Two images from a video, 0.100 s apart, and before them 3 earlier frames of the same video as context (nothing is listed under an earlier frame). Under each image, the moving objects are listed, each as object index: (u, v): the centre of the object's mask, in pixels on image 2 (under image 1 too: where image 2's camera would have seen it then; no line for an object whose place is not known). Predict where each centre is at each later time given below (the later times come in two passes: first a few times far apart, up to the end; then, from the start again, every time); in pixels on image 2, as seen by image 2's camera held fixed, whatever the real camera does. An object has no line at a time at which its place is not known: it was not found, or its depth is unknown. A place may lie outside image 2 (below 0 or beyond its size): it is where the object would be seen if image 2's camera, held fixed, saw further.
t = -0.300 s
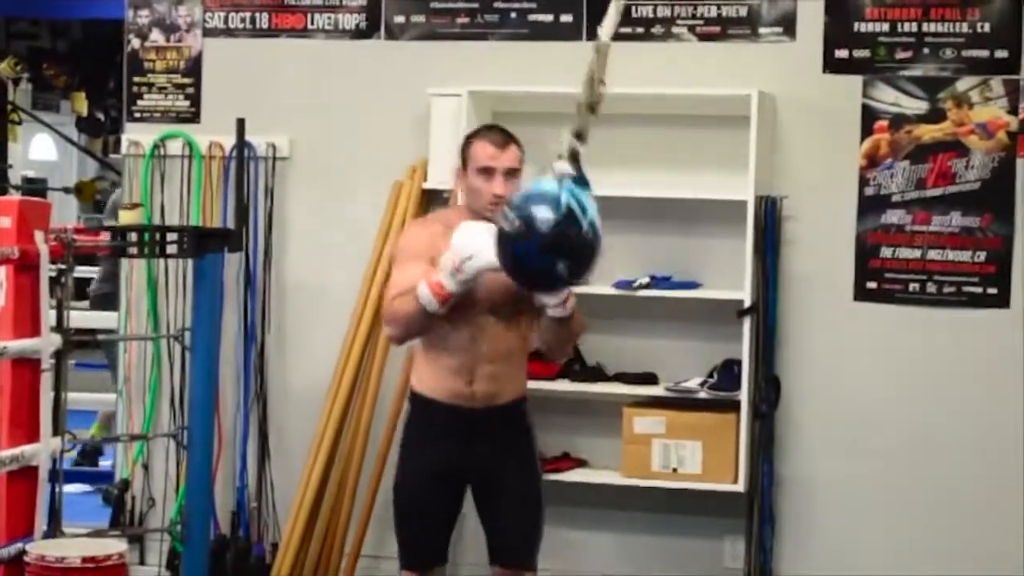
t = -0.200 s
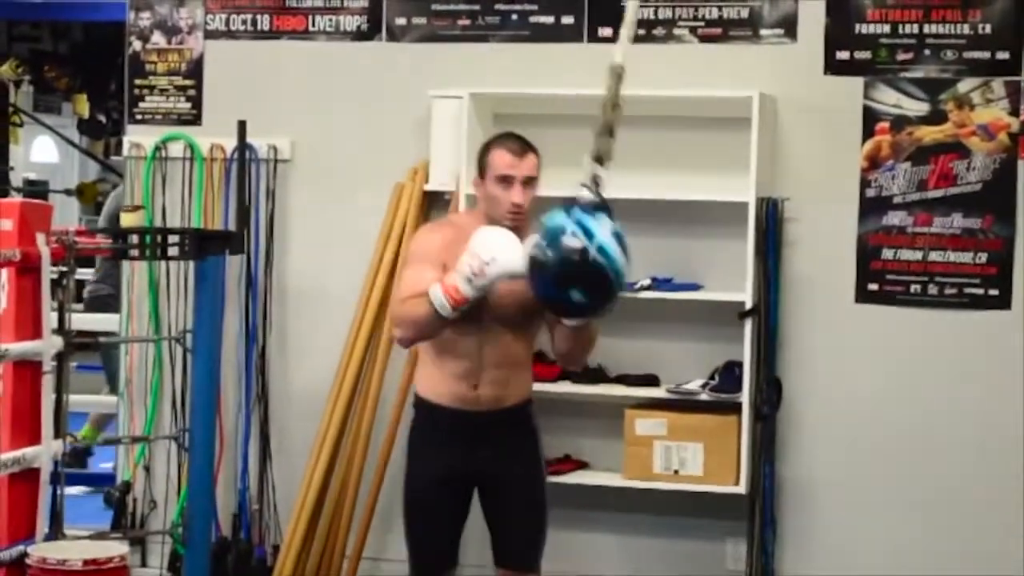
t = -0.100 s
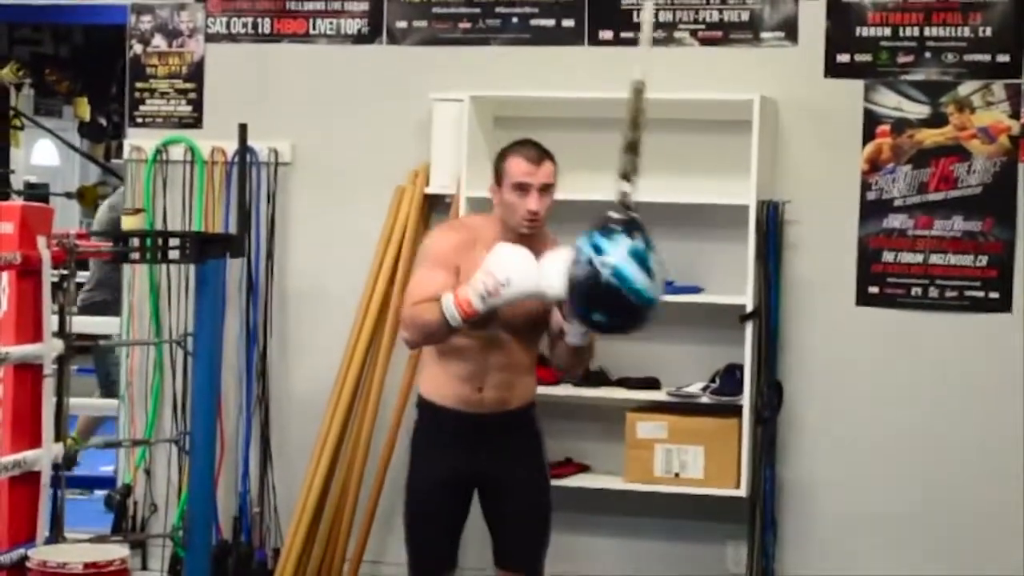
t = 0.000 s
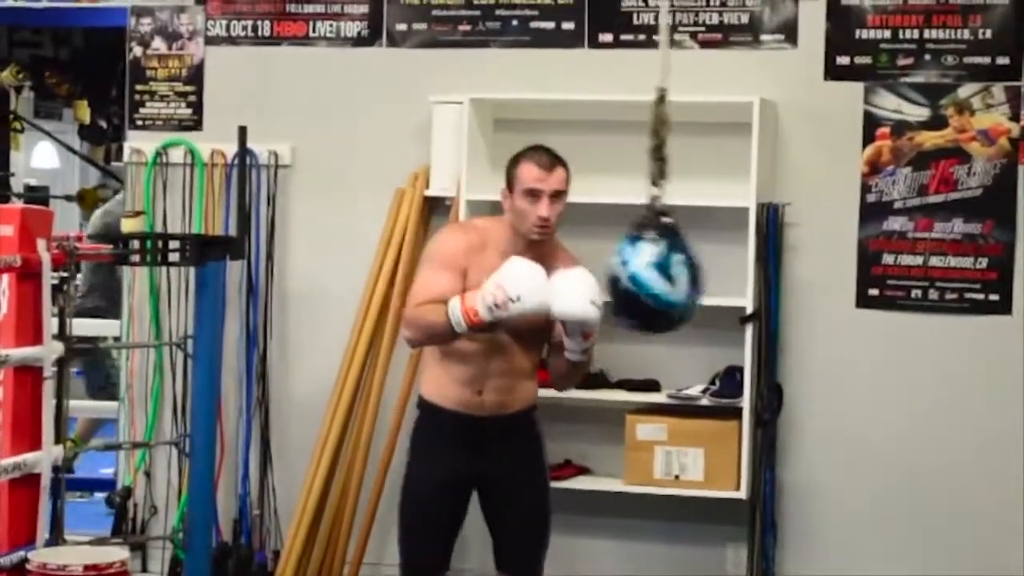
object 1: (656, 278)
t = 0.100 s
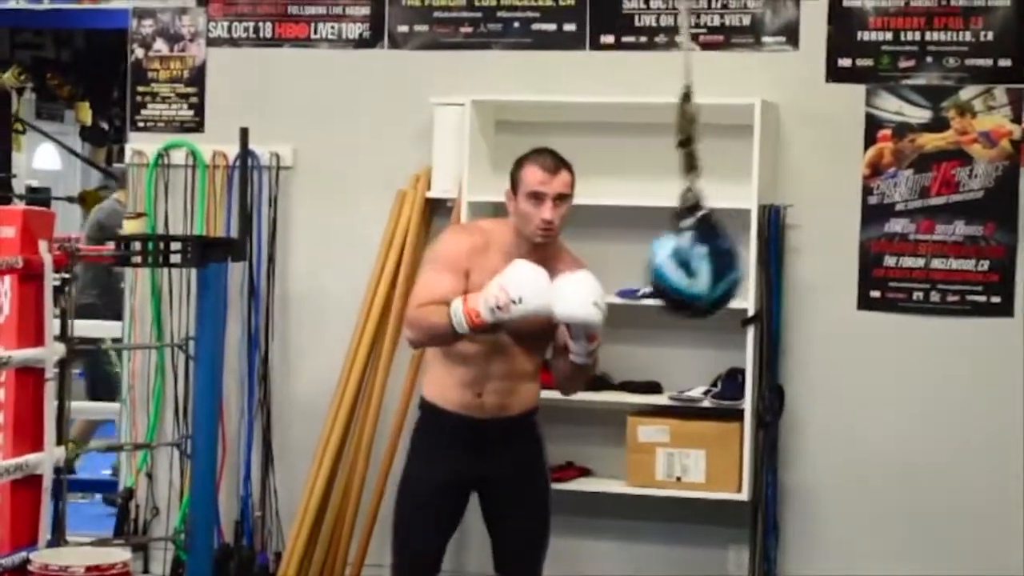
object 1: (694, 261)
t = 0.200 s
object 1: (726, 239)
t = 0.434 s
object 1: (777, 202)
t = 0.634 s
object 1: (788, 213)
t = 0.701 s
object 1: (783, 227)
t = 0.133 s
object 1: (706, 254)
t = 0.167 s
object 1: (716, 246)
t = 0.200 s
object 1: (726, 239)
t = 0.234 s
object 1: (737, 232)
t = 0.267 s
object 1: (745, 224)
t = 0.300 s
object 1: (753, 219)
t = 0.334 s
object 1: (760, 213)
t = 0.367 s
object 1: (767, 208)
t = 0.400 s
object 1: (773, 205)
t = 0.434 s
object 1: (777, 202)
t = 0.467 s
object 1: (783, 201)
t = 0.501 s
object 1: (786, 200)
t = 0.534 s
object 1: (788, 202)
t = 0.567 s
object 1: (789, 204)
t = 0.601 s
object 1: (789, 209)
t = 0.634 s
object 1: (788, 213)
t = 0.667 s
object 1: (786, 220)
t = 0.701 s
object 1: (783, 227)
